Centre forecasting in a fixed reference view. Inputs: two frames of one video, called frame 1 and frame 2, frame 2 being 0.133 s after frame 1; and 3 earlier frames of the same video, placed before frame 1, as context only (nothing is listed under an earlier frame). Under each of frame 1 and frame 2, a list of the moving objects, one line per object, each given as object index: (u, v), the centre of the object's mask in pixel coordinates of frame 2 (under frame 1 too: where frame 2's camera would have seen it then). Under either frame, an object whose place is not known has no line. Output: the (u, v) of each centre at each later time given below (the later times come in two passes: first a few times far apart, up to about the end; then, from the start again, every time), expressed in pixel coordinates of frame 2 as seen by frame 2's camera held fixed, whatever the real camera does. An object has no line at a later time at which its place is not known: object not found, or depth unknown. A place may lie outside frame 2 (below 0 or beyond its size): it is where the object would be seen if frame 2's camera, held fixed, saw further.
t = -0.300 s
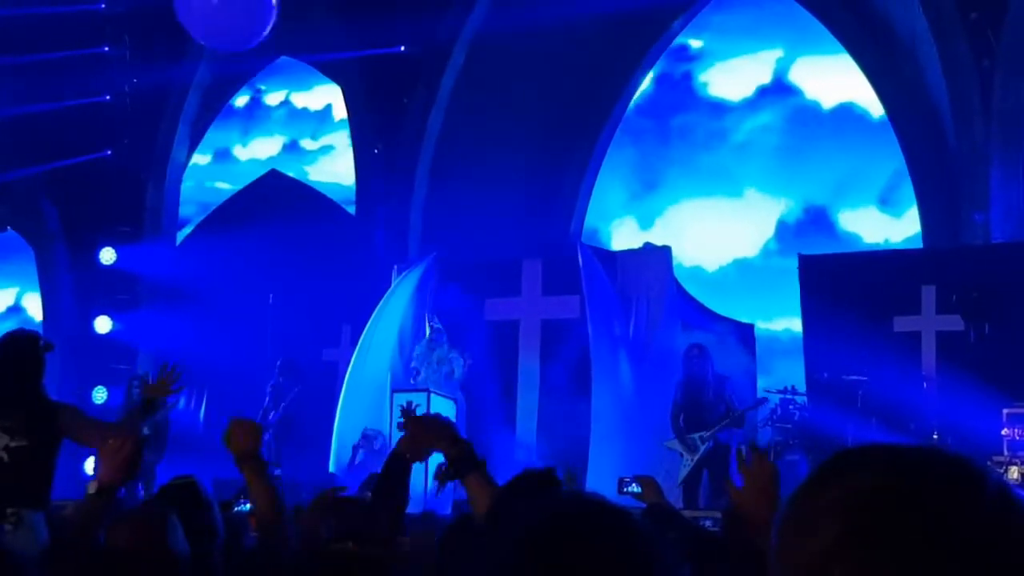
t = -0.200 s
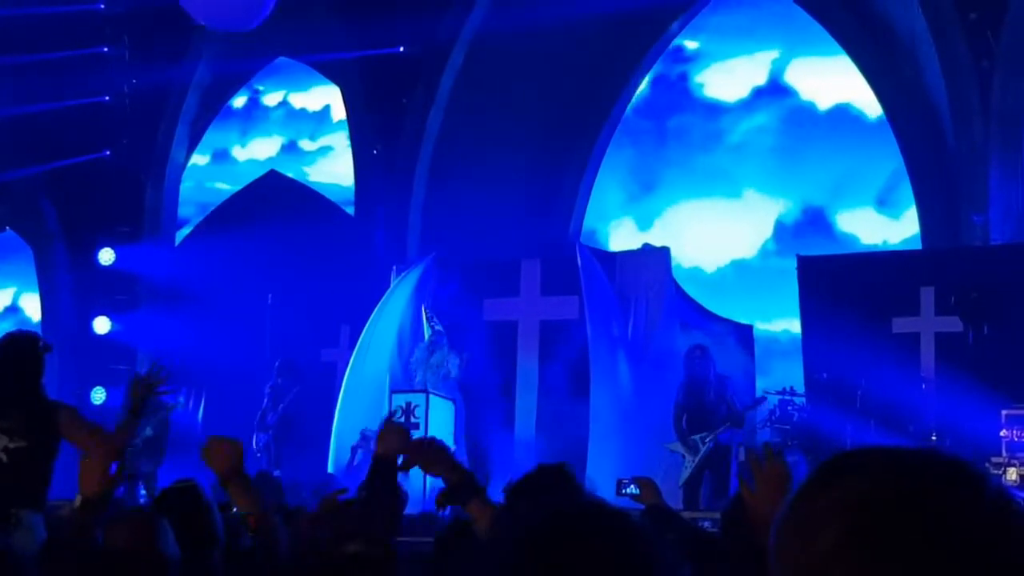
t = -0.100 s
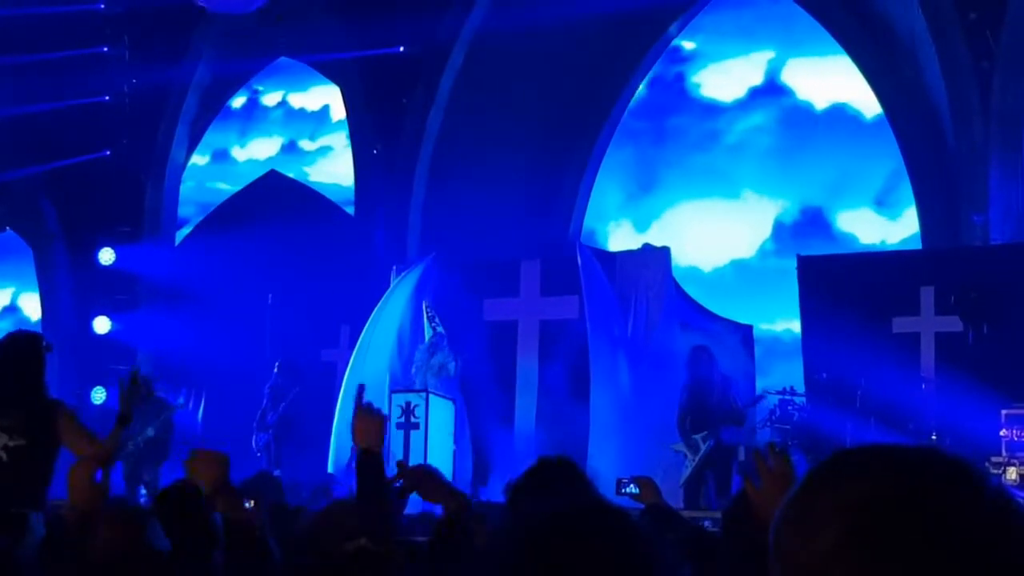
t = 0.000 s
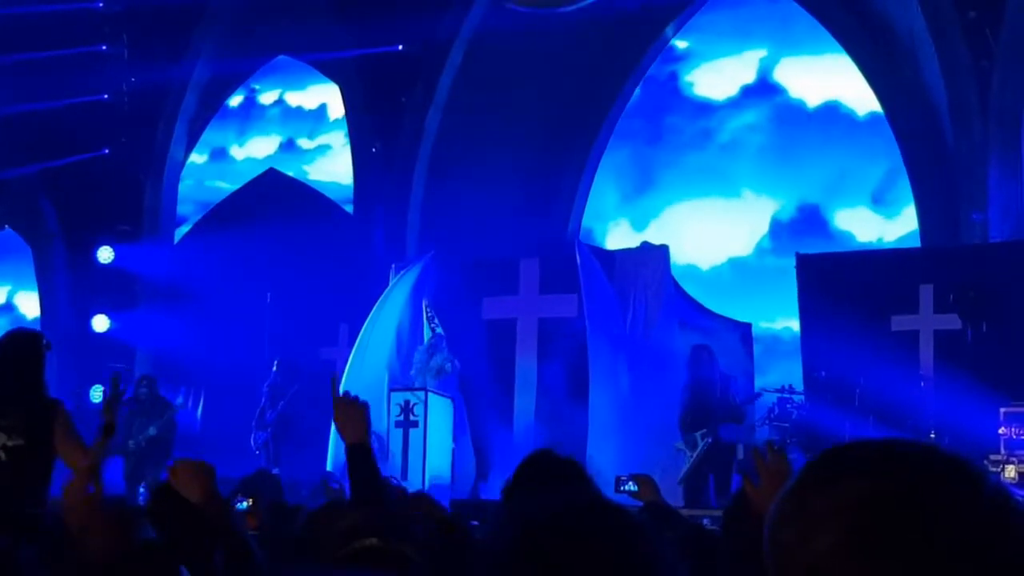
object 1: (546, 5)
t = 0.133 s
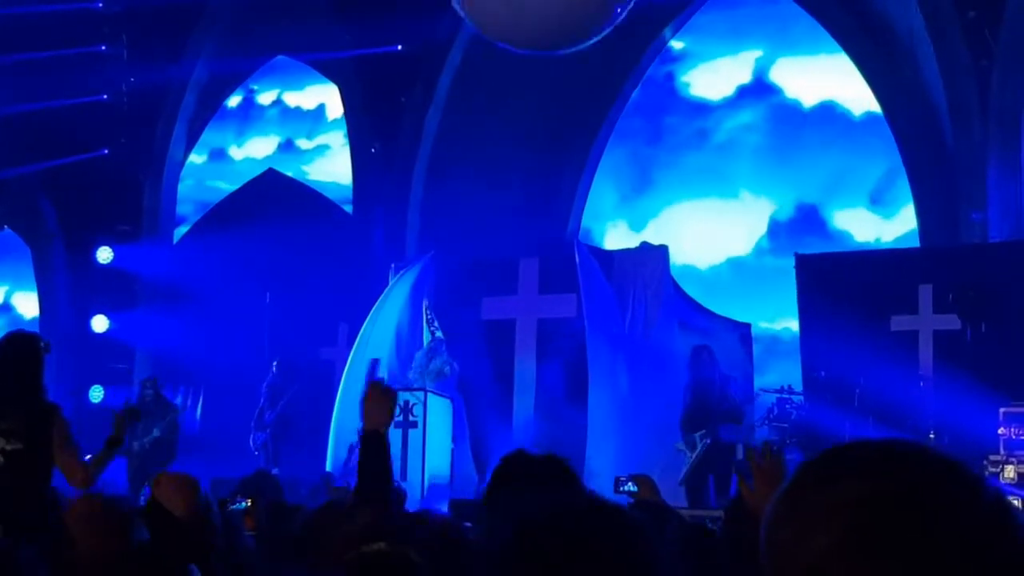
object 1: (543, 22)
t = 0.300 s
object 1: (541, 48)
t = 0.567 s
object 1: (533, 107)
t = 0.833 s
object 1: (522, 231)
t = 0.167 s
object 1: (543, 27)
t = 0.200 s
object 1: (542, 32)
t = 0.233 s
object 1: (542, 37)
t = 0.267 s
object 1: (542, 43)
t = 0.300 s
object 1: (541, 48)
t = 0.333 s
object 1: (540, 55)
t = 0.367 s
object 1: (540, 61)
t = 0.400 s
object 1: (538, 67)
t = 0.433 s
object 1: (537, 73)
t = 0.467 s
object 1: (536, 80)
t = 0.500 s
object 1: (535, 89)
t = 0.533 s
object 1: (534, 97)
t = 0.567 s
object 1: (533, 107)
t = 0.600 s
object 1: (532, 121)
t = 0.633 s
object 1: (531, 136)
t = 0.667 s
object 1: (529, 151)
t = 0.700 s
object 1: (528, 167)
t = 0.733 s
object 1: (526, 183)
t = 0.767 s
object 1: (525, 199)
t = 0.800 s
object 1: (524, 215)
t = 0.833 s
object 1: (522, 231)
